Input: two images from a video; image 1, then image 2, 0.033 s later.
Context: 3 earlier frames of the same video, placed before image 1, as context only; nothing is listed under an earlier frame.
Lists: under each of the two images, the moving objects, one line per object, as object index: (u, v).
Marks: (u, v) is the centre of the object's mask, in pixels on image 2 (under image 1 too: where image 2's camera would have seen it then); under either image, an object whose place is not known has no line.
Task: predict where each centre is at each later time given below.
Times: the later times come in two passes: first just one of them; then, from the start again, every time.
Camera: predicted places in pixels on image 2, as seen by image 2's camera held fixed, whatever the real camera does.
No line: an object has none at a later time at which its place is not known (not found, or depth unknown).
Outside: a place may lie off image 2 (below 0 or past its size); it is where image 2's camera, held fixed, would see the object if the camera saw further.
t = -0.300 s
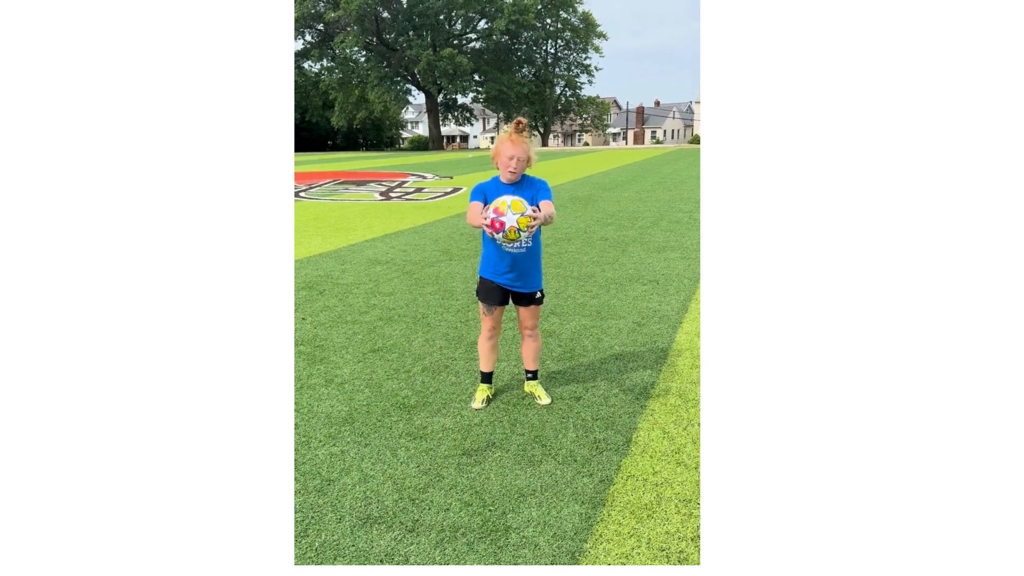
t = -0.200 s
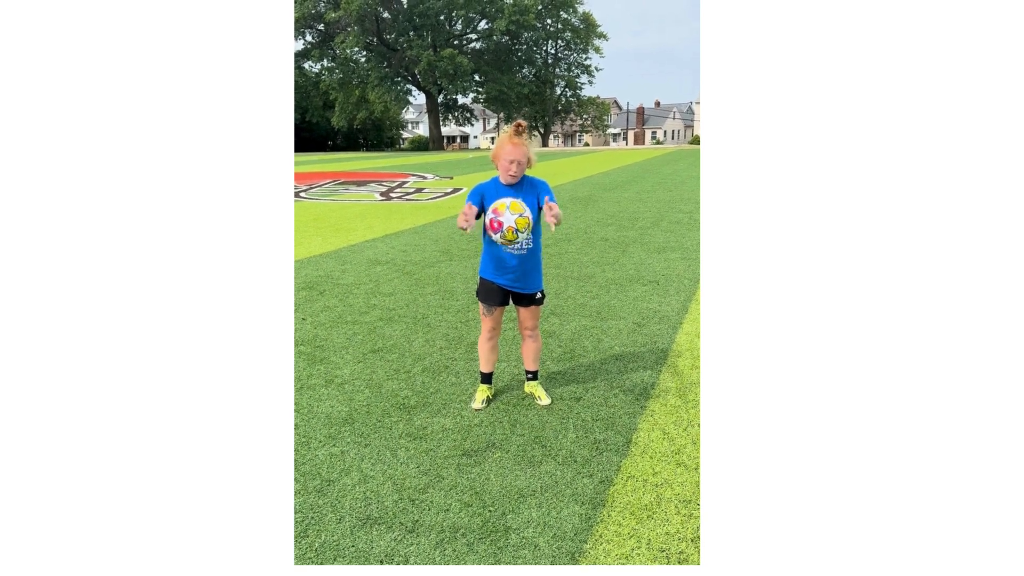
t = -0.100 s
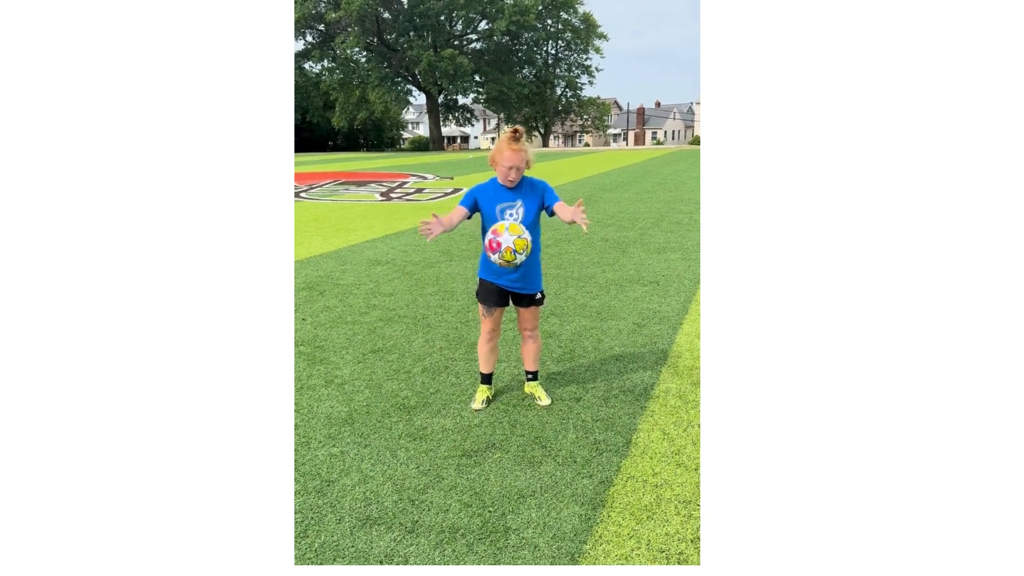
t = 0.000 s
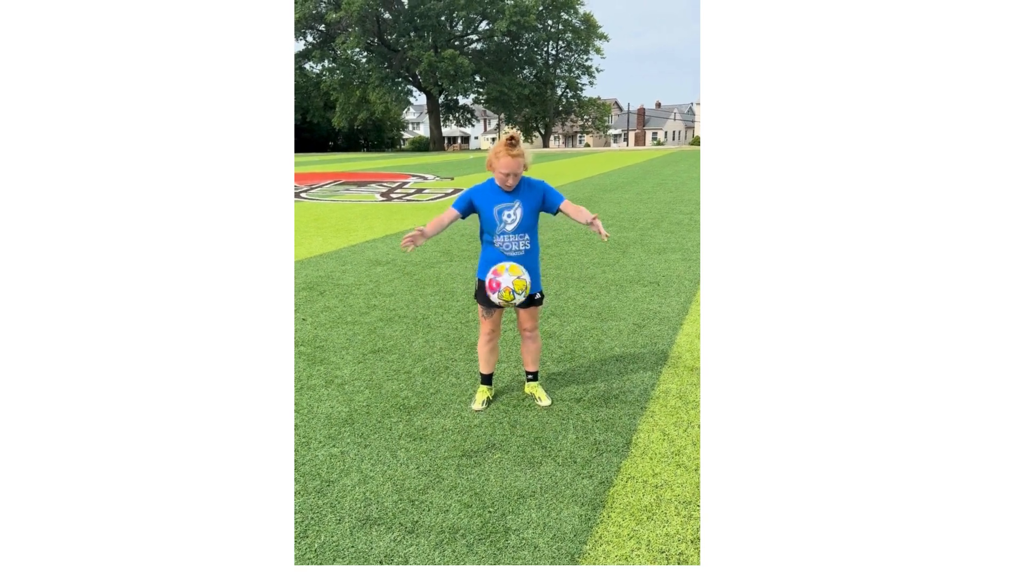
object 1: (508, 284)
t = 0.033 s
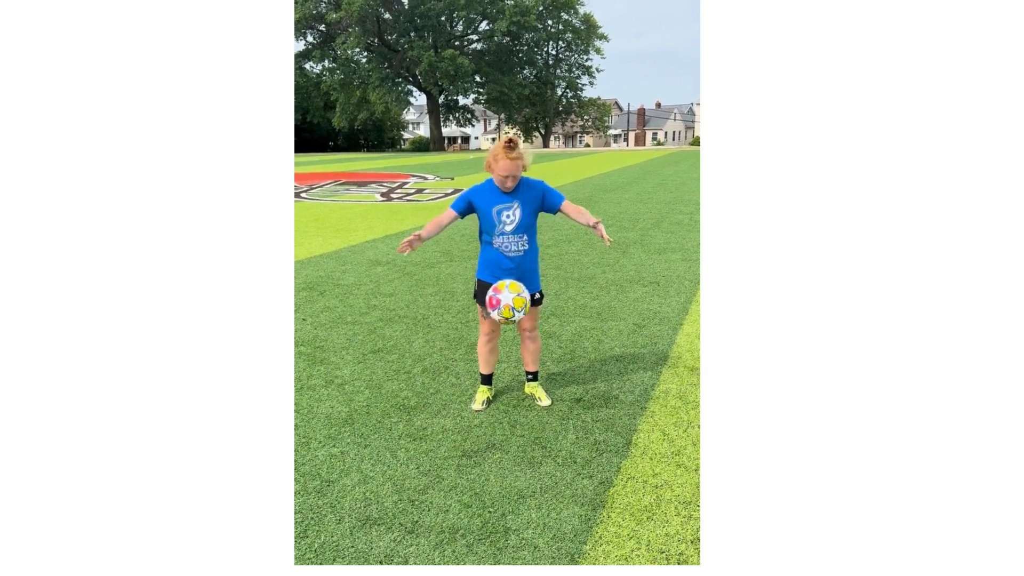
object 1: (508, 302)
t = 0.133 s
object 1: (509, 363)
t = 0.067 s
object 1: (508, 321)
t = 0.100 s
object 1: (509, 341)
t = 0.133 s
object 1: (509, 363)
